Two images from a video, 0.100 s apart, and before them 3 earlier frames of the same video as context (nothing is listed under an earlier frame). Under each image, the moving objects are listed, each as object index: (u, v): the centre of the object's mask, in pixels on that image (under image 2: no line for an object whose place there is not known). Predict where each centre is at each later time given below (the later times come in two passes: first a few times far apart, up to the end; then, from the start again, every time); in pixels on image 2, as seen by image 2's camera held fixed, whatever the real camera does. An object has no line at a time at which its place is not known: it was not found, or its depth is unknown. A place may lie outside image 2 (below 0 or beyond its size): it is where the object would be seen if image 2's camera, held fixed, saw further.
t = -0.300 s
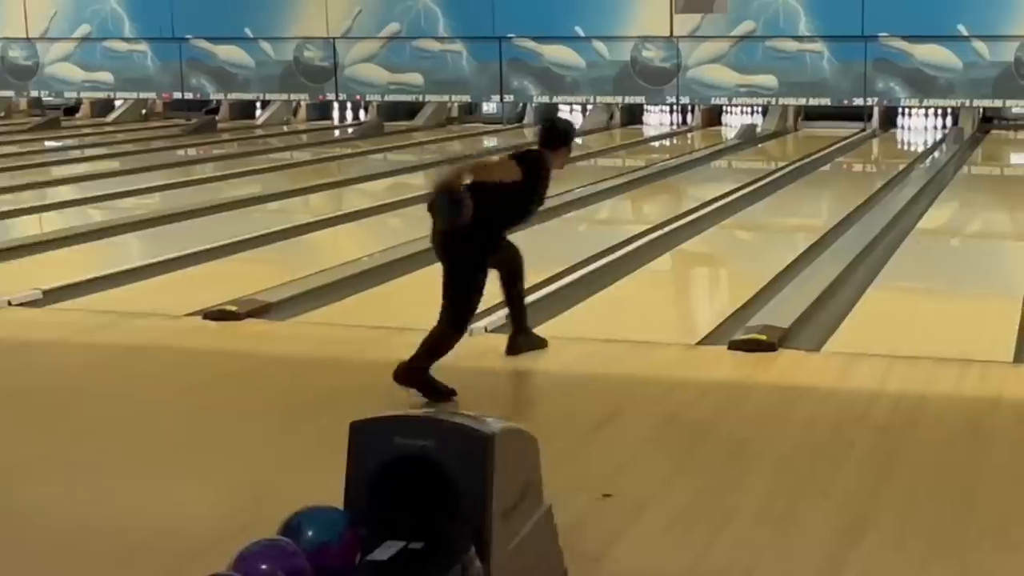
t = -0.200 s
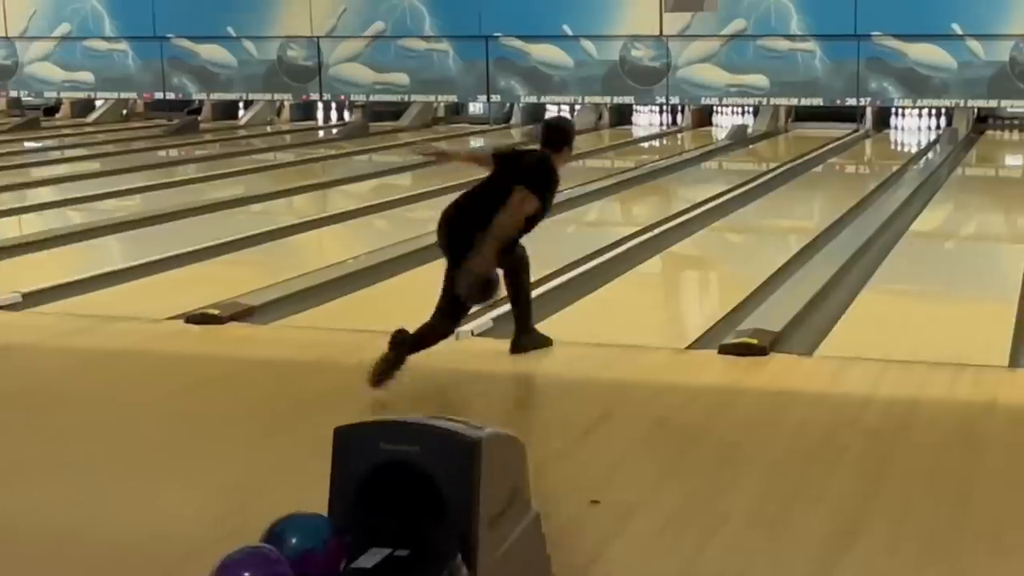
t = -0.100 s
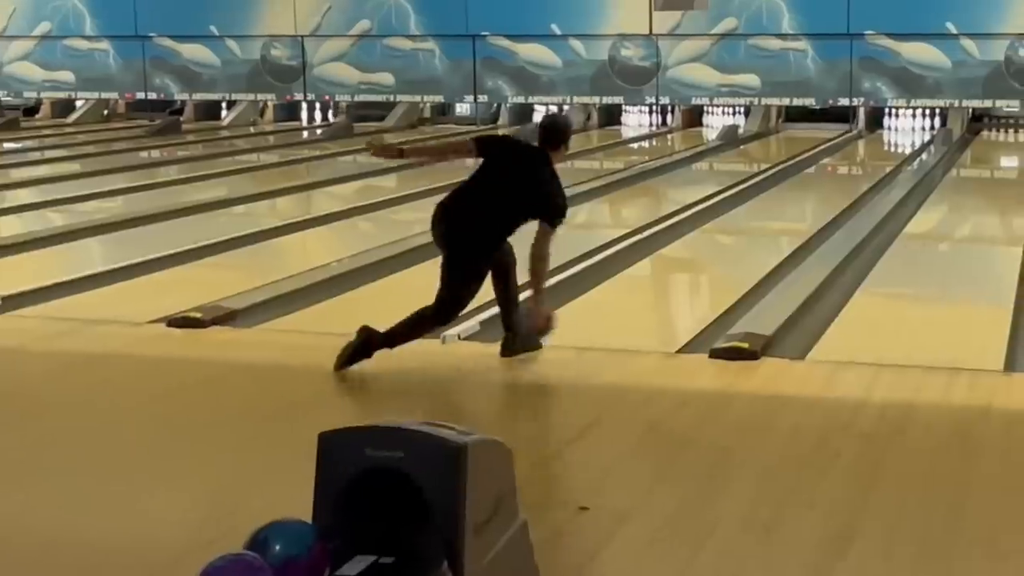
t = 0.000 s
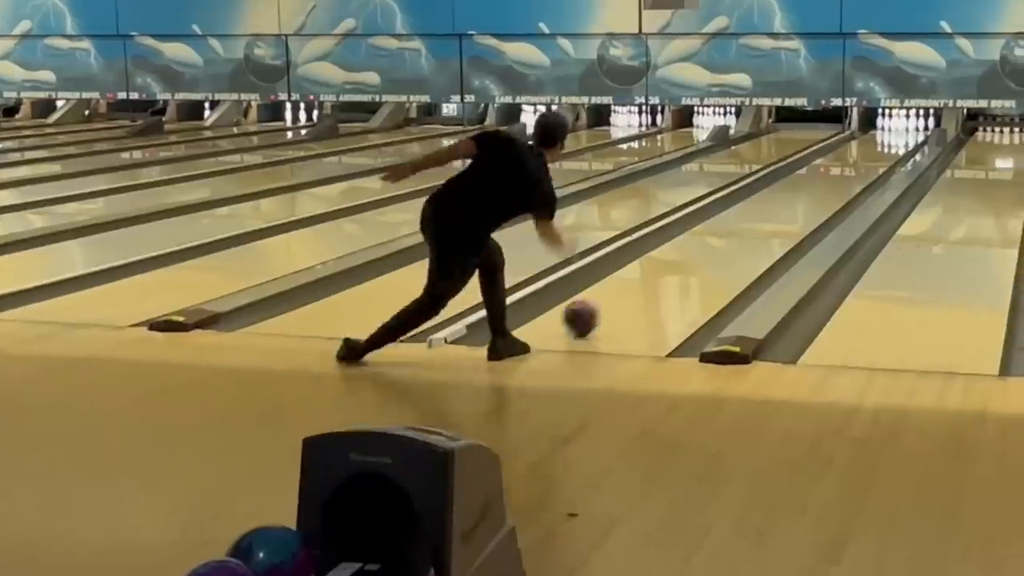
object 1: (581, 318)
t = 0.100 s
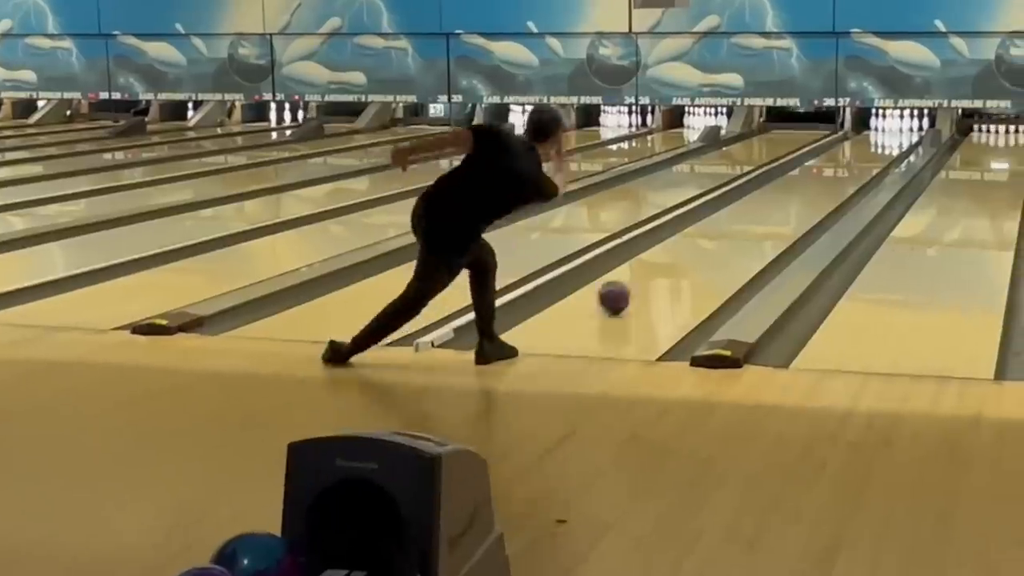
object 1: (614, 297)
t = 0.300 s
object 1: (683, 258)
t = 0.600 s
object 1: (758, 218)
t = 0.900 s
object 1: (809, 191)
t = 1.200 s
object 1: (846, 171)
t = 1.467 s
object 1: (871, 157)
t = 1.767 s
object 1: (887, 144)
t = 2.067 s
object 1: (895, 134)
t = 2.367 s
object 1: (894, 128)
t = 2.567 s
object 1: (895, 123)
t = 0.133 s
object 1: (627, 290)
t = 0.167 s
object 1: (640, 283)
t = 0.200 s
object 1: (651, 277)
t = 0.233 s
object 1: (663, 270)
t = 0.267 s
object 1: (673, 264)
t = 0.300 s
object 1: (683, 258)
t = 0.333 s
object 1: (693, 253)
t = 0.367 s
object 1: (703, 248)
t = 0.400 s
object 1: (712, 243)
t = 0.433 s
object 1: (720, 238)
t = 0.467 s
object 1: (728, 234)
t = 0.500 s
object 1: (736, 230)
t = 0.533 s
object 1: (744, 226)
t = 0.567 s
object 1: (750, 222)
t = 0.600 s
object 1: (758, 218)
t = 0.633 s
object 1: (765, 215)
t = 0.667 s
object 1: (771, 212)
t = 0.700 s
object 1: (777, 208)
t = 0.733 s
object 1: (783, 205)
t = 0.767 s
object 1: (789, 202)
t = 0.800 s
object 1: (794, 199)
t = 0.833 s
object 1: (799, 197)
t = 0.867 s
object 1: (805, 194)
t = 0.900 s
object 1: (809, 191)
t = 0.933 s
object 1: (814, 188)
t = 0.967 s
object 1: (819, 186)
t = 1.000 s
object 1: (823, 184)
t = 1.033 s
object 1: (827, 181)
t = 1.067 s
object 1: (831, 179)
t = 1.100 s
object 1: (835, 177)
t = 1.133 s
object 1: (839, 175)
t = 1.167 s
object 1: (843, 173)
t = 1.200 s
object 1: (846, 171)
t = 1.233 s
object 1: (850, 169)
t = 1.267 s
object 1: (853, 167)
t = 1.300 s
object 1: (856, 165)
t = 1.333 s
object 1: (860, 163)
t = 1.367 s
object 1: (863, 162)
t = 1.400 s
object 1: (865, 160)
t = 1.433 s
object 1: (868, 159)
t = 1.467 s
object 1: (871, 157)
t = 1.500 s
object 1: (873, 155)
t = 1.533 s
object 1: (876, 153)
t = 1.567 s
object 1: (878, 152)
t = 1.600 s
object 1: (879, 150)
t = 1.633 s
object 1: (882, 149)
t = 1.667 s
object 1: (883, 148)
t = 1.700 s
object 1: (885, 146)
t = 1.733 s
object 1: (886, 145)
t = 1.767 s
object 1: (887, 144)
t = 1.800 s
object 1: (889, 143)
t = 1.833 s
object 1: (890, 141)
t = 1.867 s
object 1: (891, 140)
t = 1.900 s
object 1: (892, 139)
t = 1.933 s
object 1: (893, 138)
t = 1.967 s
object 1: (893, 137)
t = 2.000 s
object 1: (894, 136)
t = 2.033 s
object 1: (894, 135)
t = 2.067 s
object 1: (895, 134)
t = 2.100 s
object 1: (895, 133)
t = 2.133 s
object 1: (895, 132)
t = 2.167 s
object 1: (895, 132)
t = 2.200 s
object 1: (895, 131)
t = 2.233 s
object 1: (895, 130)
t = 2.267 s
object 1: (895, 129)
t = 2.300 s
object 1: (895, 129)
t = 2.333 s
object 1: (894, 129)
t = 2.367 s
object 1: (894, 128)
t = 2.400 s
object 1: (894, 126)
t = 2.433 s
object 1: (895, 126)
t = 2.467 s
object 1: (893, 125)
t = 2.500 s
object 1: (893, 124)
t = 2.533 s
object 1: (894, 124)
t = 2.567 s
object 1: (895, 123)
